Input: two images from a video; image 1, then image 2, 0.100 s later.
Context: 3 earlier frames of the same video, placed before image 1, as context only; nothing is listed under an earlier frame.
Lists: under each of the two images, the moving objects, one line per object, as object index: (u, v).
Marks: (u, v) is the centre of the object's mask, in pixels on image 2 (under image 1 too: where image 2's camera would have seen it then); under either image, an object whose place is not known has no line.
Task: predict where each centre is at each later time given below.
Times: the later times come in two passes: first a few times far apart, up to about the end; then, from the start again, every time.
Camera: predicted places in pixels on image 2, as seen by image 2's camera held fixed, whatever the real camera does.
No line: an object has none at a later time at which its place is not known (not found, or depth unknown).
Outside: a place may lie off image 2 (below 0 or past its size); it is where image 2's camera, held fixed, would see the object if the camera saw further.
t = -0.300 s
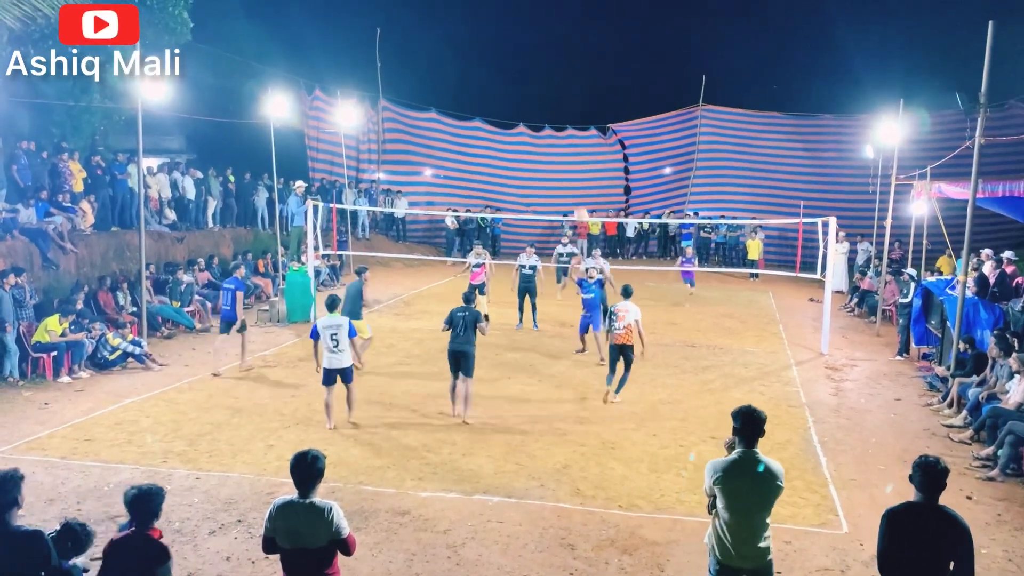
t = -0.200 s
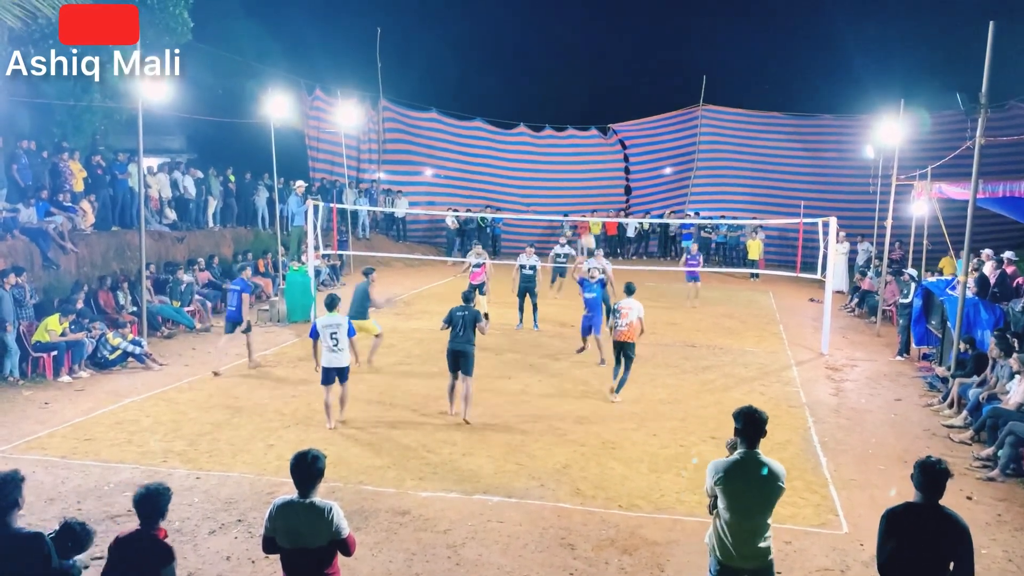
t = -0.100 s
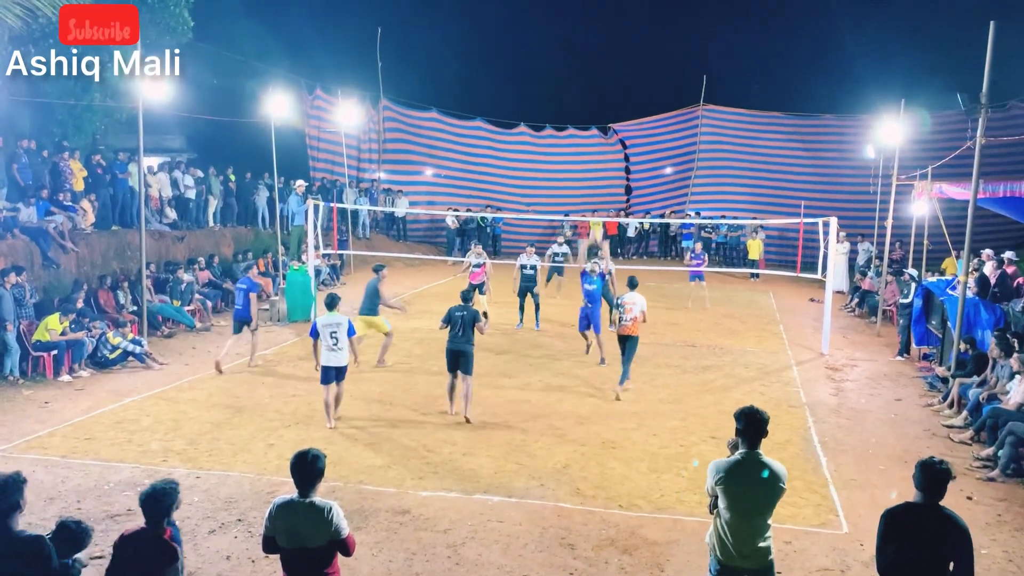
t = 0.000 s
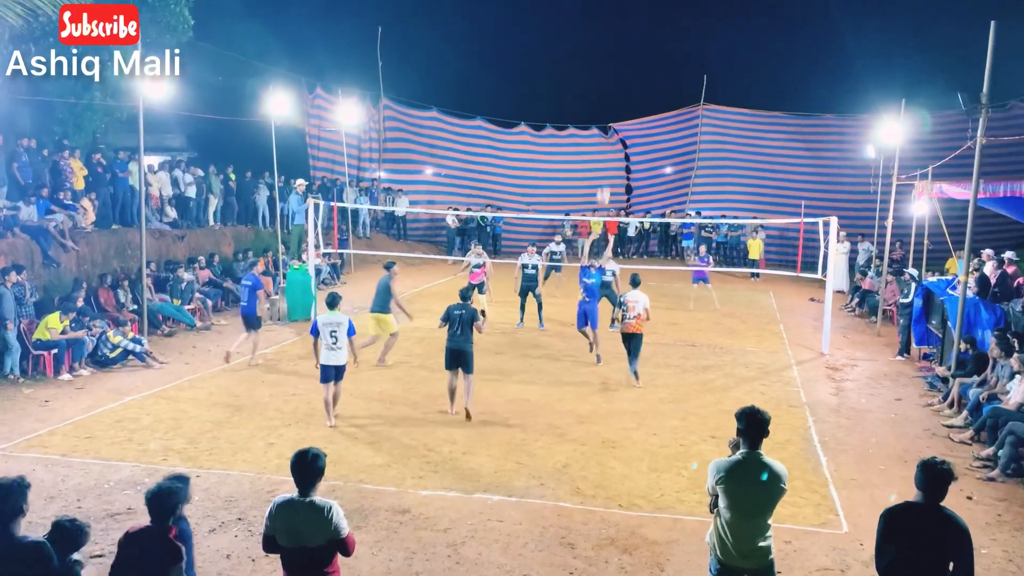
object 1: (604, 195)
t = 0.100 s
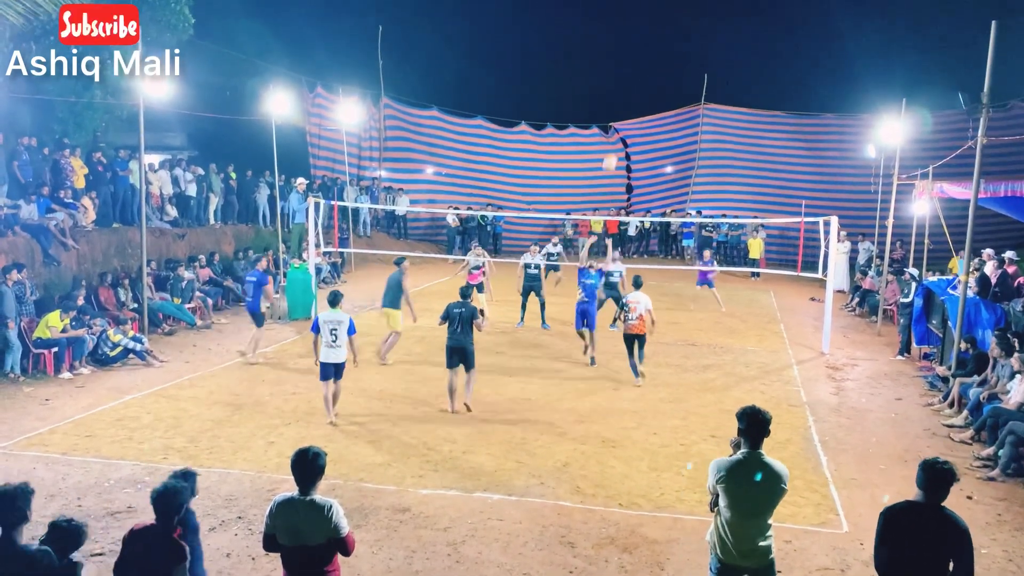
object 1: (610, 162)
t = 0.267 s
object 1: (619, 121)
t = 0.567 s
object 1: (633, 88)
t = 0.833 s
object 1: (641, 103)
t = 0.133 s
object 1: (612, 153)
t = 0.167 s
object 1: (614, 144)
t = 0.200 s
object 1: (616, 135)
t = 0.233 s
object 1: (617, 128)
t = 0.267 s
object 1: (619, 121)
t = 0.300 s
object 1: (621, 114)
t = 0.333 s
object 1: (622, 109)
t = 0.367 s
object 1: (624, 104)
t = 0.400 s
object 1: (626, 99)
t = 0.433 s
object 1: (627, 96)
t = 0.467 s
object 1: (628, 93)
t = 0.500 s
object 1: (630, 90)
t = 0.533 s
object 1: (631, 89)
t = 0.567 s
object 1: (633, 88)
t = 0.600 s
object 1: (634, 87)
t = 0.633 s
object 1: (635, 88)
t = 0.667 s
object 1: (636, 89)
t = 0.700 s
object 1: (637, 90)
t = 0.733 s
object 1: (639, 93)
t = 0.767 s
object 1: (640, 95)
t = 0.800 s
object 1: (640, 99)
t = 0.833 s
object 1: (641, 103)
